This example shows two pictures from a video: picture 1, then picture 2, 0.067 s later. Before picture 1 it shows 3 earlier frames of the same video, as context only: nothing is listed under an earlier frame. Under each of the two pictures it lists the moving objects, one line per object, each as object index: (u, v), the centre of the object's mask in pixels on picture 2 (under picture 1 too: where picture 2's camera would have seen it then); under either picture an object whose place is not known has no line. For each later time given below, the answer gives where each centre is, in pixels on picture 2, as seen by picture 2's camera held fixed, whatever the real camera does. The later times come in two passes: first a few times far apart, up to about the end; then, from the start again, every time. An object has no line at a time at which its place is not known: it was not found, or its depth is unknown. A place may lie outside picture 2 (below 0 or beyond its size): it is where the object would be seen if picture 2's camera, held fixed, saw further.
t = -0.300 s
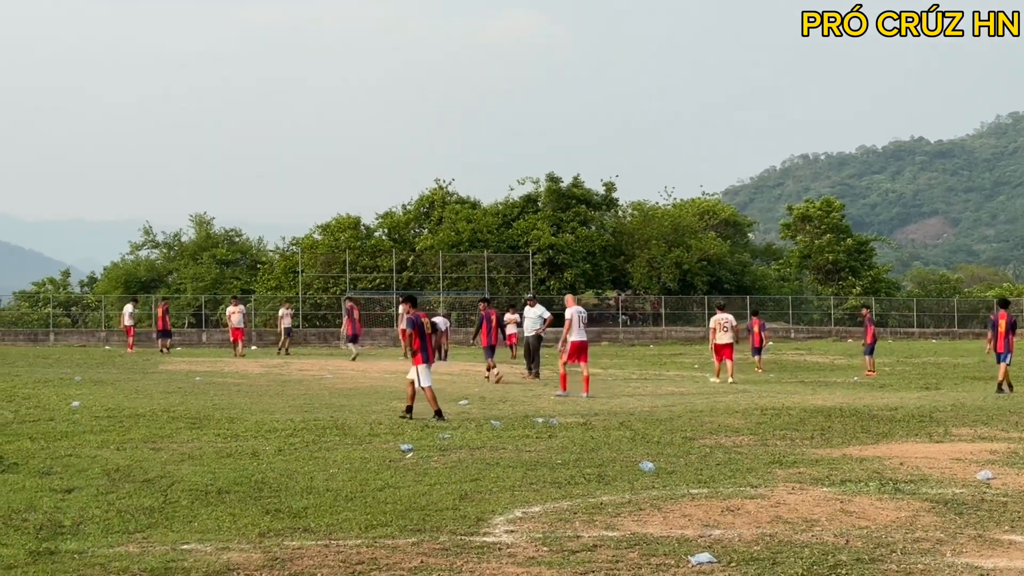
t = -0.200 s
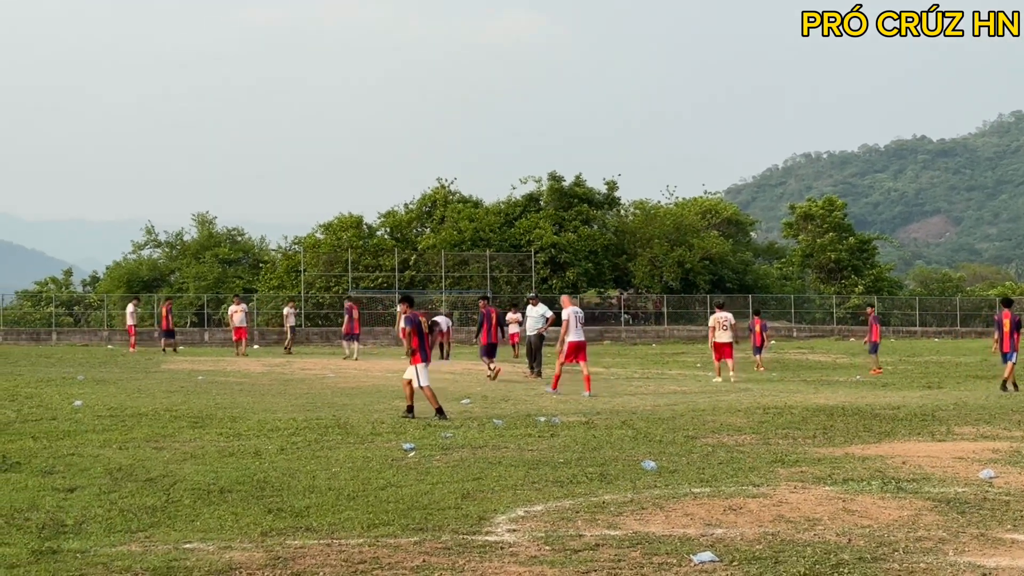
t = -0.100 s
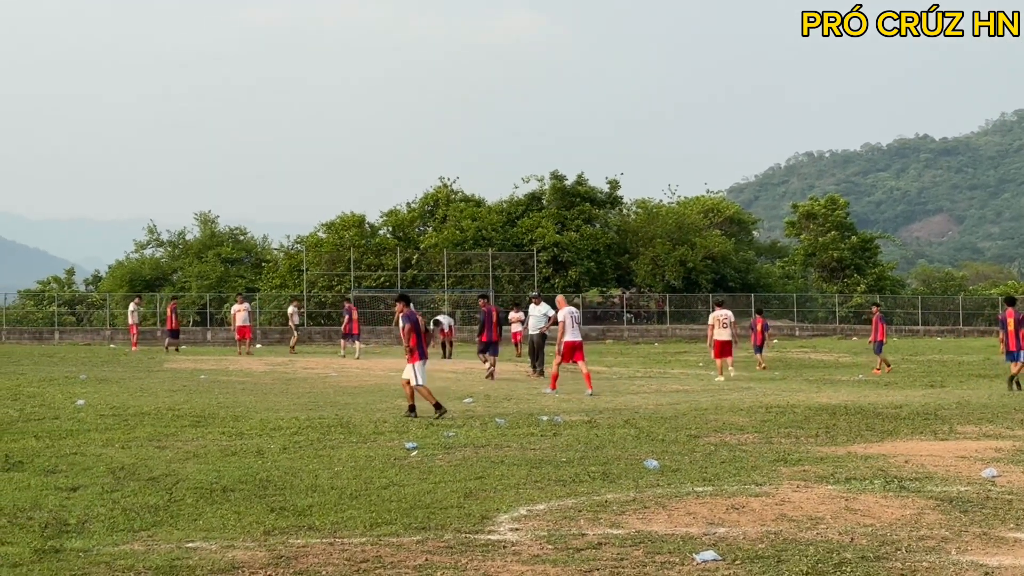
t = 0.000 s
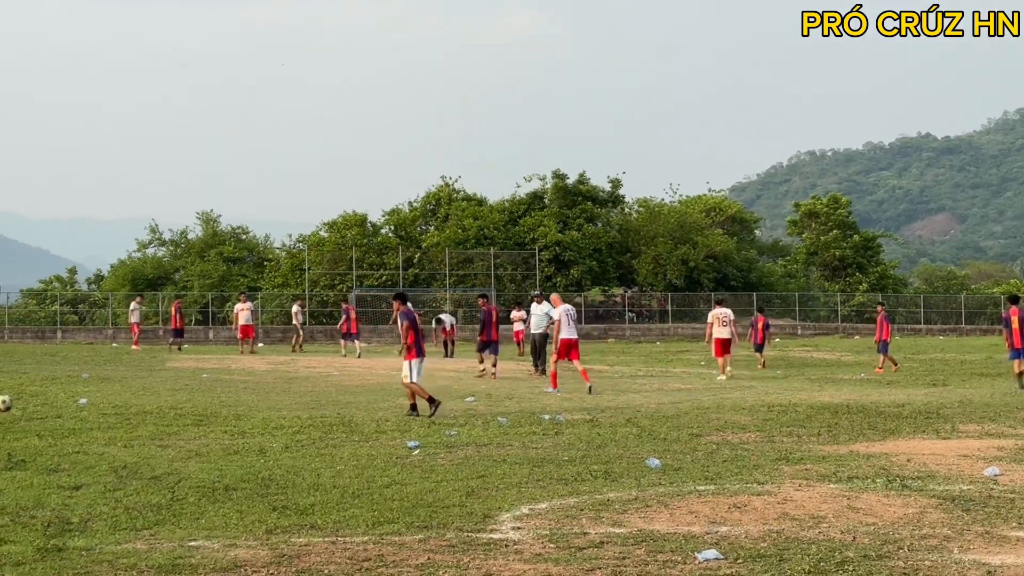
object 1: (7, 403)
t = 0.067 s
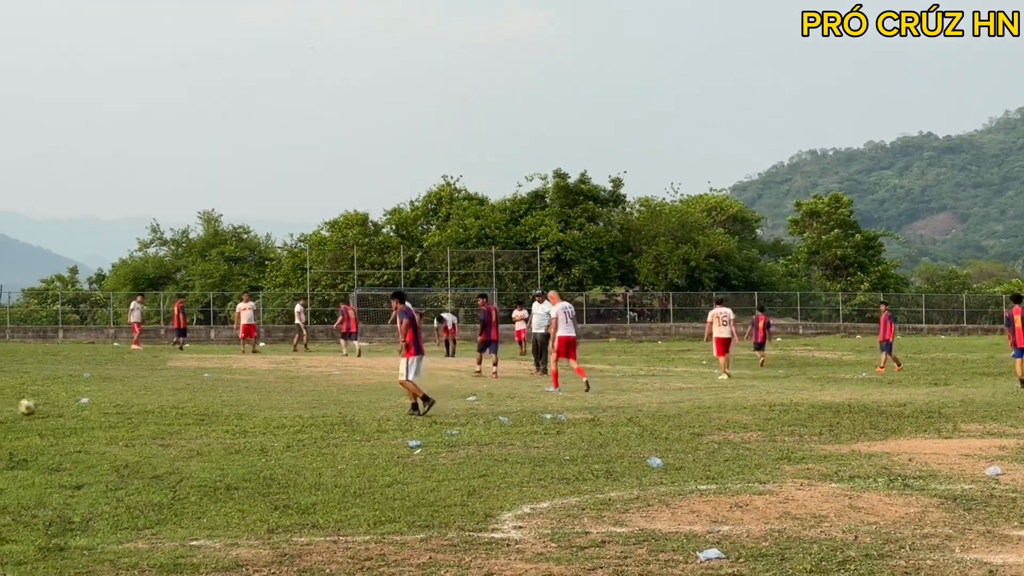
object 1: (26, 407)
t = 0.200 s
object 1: (72, 408)
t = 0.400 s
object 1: (137, 410)
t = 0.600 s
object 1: (197, 408)
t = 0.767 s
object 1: (244, 407)
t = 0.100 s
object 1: (39, 410)
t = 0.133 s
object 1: (50, 409)
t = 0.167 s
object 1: (61, 409)
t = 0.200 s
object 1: (72, 408)
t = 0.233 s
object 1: (83, 409)
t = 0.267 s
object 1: (93, 409)
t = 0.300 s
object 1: (105, 409)
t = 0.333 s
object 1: (115, 409)
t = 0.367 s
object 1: (126, 410)
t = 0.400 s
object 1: (137, 410)
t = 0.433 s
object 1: (147, 410)
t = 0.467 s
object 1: (156, 409)
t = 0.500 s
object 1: (167, 410)
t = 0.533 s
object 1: (178, 408)
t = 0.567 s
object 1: (187, 408)
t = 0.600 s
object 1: (197, 408)
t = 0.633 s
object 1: (206, 408)
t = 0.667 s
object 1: (216, 409)
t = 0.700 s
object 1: (225, 409)
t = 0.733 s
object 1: (235, 408)
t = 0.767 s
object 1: (244, 407)
